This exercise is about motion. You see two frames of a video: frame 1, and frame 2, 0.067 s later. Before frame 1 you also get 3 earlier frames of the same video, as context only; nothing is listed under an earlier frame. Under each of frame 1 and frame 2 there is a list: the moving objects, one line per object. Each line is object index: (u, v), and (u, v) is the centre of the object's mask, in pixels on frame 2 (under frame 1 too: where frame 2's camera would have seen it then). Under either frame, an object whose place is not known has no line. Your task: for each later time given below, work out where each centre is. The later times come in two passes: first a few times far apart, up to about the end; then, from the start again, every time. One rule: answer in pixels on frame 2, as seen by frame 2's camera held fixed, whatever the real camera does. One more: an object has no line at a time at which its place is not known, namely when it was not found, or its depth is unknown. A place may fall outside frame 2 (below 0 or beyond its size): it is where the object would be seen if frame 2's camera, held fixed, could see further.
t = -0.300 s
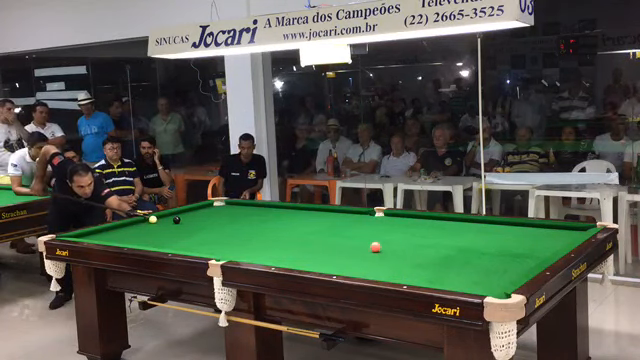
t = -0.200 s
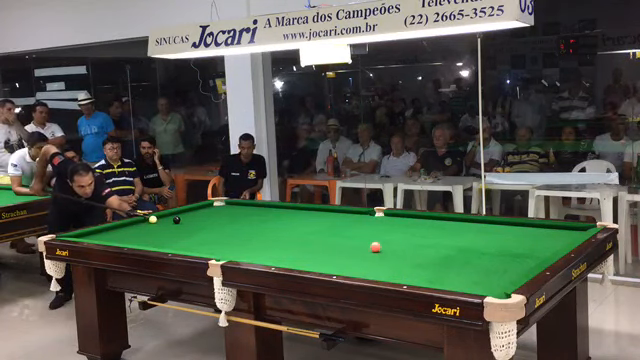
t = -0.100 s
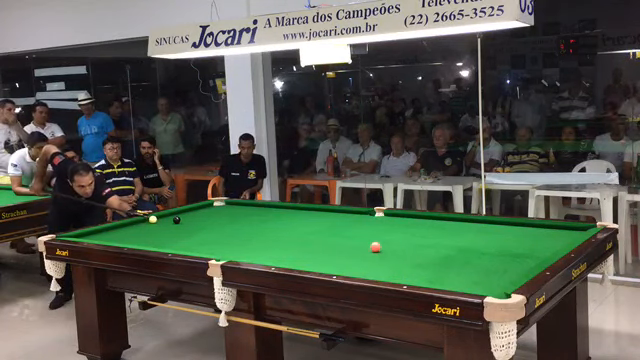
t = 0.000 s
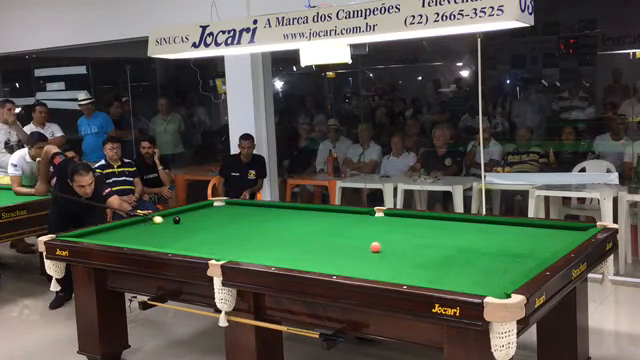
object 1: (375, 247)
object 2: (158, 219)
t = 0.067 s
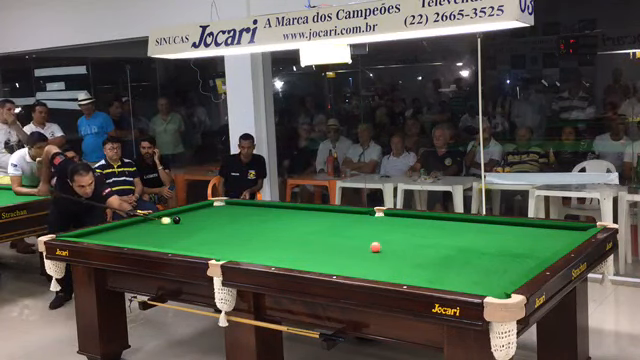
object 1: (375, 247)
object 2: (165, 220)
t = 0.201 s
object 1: (375, 247)
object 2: (182, 222)
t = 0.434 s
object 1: (375, 247)
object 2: (209, 226)
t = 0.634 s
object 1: (375, 247)
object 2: (235, 229)
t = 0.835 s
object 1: (375, 247)
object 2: (261, 232)
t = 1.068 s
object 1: (375, 247)
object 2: (293, 235)
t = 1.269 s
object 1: (375, 247)
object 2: (322, 239)
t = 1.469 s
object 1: (375, 247)
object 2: (352, 242)
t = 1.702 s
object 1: (379, 250)
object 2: (385, 244)
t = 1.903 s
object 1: (386, 253)
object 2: (407, 243)
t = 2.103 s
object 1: (393, 257)
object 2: (429, 243)
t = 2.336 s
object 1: (401, 262)
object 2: (455, 242)
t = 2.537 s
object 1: (408, 266)
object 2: (476, 242)
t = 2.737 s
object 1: (415, 270)
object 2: (496, 241)
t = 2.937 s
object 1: (422, 274)
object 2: (515, 241)
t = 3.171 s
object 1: (429, 277)
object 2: (536, 240)
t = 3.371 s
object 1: (436, 280)
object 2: (554, 239)
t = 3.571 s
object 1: (441, 282)
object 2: (570, 238)
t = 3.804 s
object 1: (450, 283)
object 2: (563, 237)
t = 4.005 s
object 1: (457, 283)
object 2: (557, 236)
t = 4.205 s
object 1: (464, 284)
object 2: (552, 234)
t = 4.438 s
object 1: (470, 284)
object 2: (546, 233)
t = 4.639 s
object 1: (475, 284)
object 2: (542, 232)
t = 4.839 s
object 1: (478, 285)
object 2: (538, 231)
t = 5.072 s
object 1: (481, 285)
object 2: (535, 231)
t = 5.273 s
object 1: (482, 285)
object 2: (533, 230)
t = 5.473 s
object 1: (481, 285)
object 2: (532, 230)
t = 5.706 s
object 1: (481, 285)
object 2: (531, 230)
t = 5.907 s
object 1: (481, 285)
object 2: (530, 230)
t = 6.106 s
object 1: (481, 285)
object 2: (530, 230)
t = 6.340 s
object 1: (481, 285)
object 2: (530, 230)
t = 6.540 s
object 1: (481, 285)
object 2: (530, 230)
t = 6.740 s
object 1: (481, 285)
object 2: (530, 230)
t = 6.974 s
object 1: (481, 285)
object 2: (530, 230)
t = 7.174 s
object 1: (481, 285)
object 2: (530, 230)
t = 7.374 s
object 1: (481, 285)
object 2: (530, 230)
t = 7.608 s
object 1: (481, 285)
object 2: (530, 230)
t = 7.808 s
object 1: (481, 285)
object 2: (530, 230)
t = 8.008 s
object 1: (481, 285)
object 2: (530, 230)
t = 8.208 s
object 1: (481, 285)
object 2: (530, 230)
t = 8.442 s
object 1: (481, 285)
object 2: (530, 230)
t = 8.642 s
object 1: (481, 285)
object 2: (530, 230)
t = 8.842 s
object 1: (481, 285)
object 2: (530, 230)
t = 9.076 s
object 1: (481, 285)
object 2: (530, 230)
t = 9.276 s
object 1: (481, 285)
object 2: (530, 230)
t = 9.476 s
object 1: (481, 285)
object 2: (530, 230)
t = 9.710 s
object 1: (481, 285)
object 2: (530, 230)
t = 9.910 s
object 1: (481, 285)
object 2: (530, 230)
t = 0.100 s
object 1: (375, 247)
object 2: (169, 221)
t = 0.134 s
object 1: (375, 247)
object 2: (173, 221)
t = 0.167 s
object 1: (375, 247)
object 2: (177, 222)
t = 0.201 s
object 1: (375, 247)
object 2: (182, 222)
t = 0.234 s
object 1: (375, 247)
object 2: (185, 223)
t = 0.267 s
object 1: (375, 247)
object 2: (189, 223)
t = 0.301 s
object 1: (375, 247)
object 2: (193, 223)
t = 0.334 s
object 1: (375, 247)
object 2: (197, 224)
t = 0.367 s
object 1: (375, 247)
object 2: (201, 225)
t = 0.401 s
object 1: (375, 247)
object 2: (205, 225)
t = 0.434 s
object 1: (375, 247)
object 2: (209, 226)
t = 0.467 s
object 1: (375, 247)
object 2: (213, 226)
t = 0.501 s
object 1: (375, 247)
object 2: (217, 227)
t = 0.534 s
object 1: (375, 247)
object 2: (222, 227)
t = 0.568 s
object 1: (375, 247)
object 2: (226, 228)
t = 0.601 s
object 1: (375, 247)
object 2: (230, 228)
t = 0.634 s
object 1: (375, 247)
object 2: (235, 229)
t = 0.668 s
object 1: (375, 247)
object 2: (239, 229)
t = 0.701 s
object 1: (375, 247)
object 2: (243, 230)
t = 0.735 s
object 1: (375, 247)
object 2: (248, 230)
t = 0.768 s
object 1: (375, 247)
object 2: (252, 231)
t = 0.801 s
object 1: (375, 247)
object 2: (256, 231)
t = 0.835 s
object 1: (375, 247)
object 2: (261, 232)
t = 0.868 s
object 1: (375, 247)
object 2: (266, 232)
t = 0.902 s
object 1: (375, 247)
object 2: (270, 232)
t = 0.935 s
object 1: (375, 247)
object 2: (275, 233)
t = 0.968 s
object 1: (375, 247)
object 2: (279, 233)
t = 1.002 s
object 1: (375, 247)
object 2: (284, 234)
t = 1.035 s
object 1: (375, 247)
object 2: (288, 234)
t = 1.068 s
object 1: (375, 247)
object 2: (293, 235)
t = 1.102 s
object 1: (375, 247)
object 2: (298, 236)
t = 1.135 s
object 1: (375, 247)
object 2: (303, 236)
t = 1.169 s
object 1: (375, 247)
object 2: (308, 237)
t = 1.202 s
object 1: (375, 247)
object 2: (312, 237)
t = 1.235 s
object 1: (375, 247)
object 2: (317, 238)
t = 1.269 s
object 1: (375, 247)
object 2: (322, 239)
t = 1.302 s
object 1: (375, 247)
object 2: (327, 239)
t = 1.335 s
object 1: (375, 247)
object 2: (332, 240)
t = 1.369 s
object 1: (375, 247)
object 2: (337, 240)
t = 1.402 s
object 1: (375, 247)
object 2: (342, 241)
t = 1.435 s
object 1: (375, 247)
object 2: (347, 242)
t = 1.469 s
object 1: (375, 247)
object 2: (352, 242)
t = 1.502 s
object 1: (375, 247)
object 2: (357, 243)
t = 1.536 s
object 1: (375, 247)
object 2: (362, 244)
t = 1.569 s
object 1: (375, 247)
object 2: (366, 243)
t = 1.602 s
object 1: (376, 247)
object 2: (371, 243)
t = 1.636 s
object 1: (378, 249)
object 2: (375, 243)
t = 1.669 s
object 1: (379, 250)
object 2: (380, 243)
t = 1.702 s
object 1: (379, 250)
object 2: (385, 244)
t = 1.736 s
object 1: (381, 250)
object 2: (388, 244)
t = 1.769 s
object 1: (382, 251)
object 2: (392, 244)
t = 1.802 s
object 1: (383, 251)
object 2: (396, 244)
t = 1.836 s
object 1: (384, 252)
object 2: (400, 244)
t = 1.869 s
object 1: (385, 253)
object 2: (403, 244)
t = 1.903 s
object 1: (386, 253)
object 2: (407, 243)
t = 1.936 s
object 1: (387, 254)
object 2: (411, 243)
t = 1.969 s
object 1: (389, 255)
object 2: (415, 243)
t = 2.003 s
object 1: (390, 255)
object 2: (419, 243)
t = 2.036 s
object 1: (391, 256)
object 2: (422, 243)
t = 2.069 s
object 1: (392, 257)
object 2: (426, 243)
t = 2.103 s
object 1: (393, 257)
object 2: (429, 243)
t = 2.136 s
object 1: (394, 258)
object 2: (433, 243)
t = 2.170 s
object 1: (395, 259)
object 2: (437, 243)
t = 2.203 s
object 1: (397, 259)
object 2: (440, 243)
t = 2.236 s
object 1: (398, 260)
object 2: (444, 243)
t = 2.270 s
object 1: (399, 261)
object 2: (447, 243)
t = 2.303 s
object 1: (400, 261)
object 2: (451, 242)
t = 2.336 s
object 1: (401, 262)
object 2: (455, 242)
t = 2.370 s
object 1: (402, 263)
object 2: (458, 242)
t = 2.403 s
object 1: (404, 263)
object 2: (462, 242)
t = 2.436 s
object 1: (405, 264)
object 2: (465, 242)
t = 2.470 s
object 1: (406, 264)
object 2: (469, 242)
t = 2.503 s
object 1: (407, 265)
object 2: (472, 242)
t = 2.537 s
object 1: (408, 266)
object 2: (476, 242)
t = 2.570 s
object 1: (409, 266)
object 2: (479, 242)
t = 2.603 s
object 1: (410, 267)
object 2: (482, 242)
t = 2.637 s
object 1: (412, 268)
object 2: (486, 241)
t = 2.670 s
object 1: (413, 268)
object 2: (489, 241)
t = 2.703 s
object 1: (414, 269)
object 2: (492, 241)
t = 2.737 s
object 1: (415, 270)
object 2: (496, 241)
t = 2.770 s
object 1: (416, 270)
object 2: (499, 241)
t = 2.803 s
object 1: (417, 271)
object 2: (502, 241)
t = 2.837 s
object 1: (418, 272)
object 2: (505, 241)
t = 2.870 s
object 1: (420, 272)
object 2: (508, 241)
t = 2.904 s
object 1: (421, 273)
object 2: (512, 241)
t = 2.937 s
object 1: (422, 274)
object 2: (515, 241)
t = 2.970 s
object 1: (423, 274)
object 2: (518, 241)
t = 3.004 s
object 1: (424, 275)
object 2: (521, 241)
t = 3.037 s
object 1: (425, 275)
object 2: (524, 240)
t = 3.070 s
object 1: (426, 275)
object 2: (527, 241)
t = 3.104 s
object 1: (428, 276)
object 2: (530, 240)
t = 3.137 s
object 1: (428, 276)
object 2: (533, 240)
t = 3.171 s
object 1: (429, 277)
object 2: (536, 240)
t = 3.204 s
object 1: (430, 277)
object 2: (539, 240)
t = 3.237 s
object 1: (432, 278)
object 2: (542, 240)
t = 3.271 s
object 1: (433, 278)
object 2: (545, 240)
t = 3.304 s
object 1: (434, 279)
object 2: (548, 240)
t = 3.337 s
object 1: (435, 279)
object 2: (551, 240)
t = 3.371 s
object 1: (436, 280)
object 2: (554, 239)
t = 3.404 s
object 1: (437, 280)
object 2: (556, 239)
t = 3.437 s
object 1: (438, 281)
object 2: (560, 239)
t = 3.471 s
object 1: (438, 281)
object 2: (562, 239)
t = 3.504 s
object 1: (440, 281)
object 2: (565, 239)
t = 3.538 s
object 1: (440, 282)
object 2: (567, 239)
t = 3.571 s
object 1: (441, 282)
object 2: (570, 238)
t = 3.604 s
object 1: (442, 282)
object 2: (569, 238)
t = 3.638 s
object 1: (443, 283)
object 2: (568, 238)
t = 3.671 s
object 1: (444, 283)
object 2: (567, 238)
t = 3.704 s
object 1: (446, 283)
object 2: (566, 237)
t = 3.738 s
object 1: (447, 283)
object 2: (565, 237)
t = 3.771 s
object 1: (449, 283)
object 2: (564, 237)
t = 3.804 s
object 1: (450, 283)
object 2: (563, 237)
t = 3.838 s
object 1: (451, 283)
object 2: (562, 237)
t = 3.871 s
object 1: (453, 283)
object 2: (561, 237)
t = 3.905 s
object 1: (454, 283)
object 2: (560, 236)
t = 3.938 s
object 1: (455, 283)
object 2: (559, 236)
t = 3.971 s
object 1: (457, 283)
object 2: (558, 236)
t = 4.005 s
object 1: (457, 283)
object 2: (557, 236)
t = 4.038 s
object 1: (459, 283)
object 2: (556, 235)
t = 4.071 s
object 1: (460, 283)
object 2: (555, 235)
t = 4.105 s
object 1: (461, 283)
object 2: (554, 235)
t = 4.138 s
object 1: (462, 283)
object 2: (553, 235)
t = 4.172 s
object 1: (463, 284)
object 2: (552, 235)
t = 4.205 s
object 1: (464, 284)
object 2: (552, 234)
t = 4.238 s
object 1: (465, 284)
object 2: (550, 234)
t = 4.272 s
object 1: (466, 284)
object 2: (550, 234)
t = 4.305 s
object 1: (467, 284)
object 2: (549, 234)
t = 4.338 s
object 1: (468, 284)
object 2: (548, 234)
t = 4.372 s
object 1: (469, 284)
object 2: (547, 233)
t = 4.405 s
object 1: (470, 284)
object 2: (547, 233)
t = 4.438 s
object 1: (470, 284)
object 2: (546, 233)
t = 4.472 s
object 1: (471, 284)
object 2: (545, 233)
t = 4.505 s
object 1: (472, 284)
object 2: (544, 233)
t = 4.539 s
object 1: (473, 284)
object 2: (544, 233)
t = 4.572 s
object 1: (474, 284)
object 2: (543, 232)
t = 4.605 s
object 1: (474, 284)
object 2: (543, 232)
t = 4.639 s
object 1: (475, 284)
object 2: (542, 232)
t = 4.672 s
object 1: (476, 285)
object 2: (542, 232)
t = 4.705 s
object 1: (476, 285)
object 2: (541, 232)
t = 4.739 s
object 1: (477, 285)
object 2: (540, 232)
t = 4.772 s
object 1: (477, 284)
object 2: (539, 231)
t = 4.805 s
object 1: (478, 285)
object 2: (539, 231)
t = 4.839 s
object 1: (478, 285)
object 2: (538, 231)
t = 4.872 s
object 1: (479, 285)
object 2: (538, 231)
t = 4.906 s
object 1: (479, 285)
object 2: (538, 231)
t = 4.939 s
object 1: (479, 285)
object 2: (537, 231)
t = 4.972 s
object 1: (480, 285)
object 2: (537, 231)
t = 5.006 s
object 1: (480, 285)
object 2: (536, 231)
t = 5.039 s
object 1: (481, 285)
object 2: (536, 231)
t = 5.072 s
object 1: (481, 285)
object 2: (535, 231)
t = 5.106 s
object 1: (481, 285)
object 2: (535, 231)
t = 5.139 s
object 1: (481, 285)
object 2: (534, 231)
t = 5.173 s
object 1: (481, 285)
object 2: (534, 231)
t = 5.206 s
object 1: (481, 285)
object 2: (534, 230)
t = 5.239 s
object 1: (481, 285)
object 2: (533, 230)
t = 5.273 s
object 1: (482, 285)
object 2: (533, 230)
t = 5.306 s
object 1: (481, 285)
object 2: (533, 230)
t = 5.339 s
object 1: (481, 285)
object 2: (532, 230)
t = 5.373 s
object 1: (481, 285)
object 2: (532, 230)
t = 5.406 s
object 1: (481, 285)
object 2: (532, 230)
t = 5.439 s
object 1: (481, 285)
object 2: (532, 230)
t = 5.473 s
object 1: (481, 285)
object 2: (532, 230)
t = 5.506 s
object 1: (481, 285)
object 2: (531, 230)
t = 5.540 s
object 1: (481, 285)
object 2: (531, 230)
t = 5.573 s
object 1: (481, 285)
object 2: (531, 230)
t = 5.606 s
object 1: (481, 285)
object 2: (531, 230)
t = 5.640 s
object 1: (481, 285)
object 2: (531, 230)
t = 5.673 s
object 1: (482, 285)
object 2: (531, 230)
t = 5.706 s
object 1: (481, 285)
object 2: (531, 230)
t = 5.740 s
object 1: (482, 285)
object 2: (531, 230)
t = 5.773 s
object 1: (481, 285)
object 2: (530, 230)
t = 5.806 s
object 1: (481, 285)
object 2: (530, 230)
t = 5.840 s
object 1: (482, 285)
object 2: (531, 230)
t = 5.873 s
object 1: (481, 285)
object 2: (530, 230)
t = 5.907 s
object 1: (481, 285)
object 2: (530, 230)
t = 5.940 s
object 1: (481, 285)
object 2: (530, 230)
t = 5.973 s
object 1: (481, 285)
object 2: (530, 230)
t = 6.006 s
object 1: (481, 285)
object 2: (530, 230)
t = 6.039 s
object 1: (481, 285)
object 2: (530, 230)
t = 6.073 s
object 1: (481, 285)
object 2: (530, 230)
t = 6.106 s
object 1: (481, 285)
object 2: (530, 230)
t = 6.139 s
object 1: (481, 285)
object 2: (530, 230)
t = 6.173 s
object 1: (481, 285)
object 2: (530, 230)
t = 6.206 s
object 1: (481, 285)
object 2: (530, 230)
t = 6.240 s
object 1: (481, 285)
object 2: (530, 230)
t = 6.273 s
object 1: (481, 285)
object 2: (530, 230)
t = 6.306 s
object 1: (481, 285)
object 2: (530, 230)
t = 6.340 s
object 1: (481, 285)
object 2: (530, 230)
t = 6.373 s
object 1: (481, 285)
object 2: (530, 230)
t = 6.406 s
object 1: (481, 285)
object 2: (530, 230)
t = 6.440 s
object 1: (481, 285)
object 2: (530, 230)
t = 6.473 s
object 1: (481, 285)
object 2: (530, 230)
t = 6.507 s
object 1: (481, 285)
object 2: (530, 230)
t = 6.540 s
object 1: (481, 285)
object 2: (530, 230)
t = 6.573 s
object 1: (481, 285)
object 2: (530, 230)
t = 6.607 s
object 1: (481, 285)
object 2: (530, 230)
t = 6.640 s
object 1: (481, 285)
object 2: (530, 230)
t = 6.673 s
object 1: (481, 285)
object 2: (530, 230)
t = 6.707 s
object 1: (481, 285)
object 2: (530, 230)
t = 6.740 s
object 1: (481, 285)
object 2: (530, 230)
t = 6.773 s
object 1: (481, 285)
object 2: (530, 230)
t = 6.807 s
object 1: (481, 285)
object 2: (530, 230)
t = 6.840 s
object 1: (481, 285)
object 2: (530, 230)
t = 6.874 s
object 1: (481, 285)
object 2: (530, 230)
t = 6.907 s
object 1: (481, 285)
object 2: (530, 230)
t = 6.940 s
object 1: (481, 285)
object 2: (530, 230)
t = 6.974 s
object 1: (481, 285)
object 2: (530, 230)
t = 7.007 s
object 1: (481, 285)
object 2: (530, 230)
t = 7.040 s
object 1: (481, 285)
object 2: (530, 230)
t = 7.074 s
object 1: (481, 285)
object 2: (530, 230)
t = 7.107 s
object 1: (481, 285)
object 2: (530, 230)
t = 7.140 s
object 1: (481, 285)
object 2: (530, 230)
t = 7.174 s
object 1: (481, 285)
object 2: (530, 230)
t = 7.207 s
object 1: (481, 285)
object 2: (530, 230)
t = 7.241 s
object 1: (481, 285)
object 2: (530, 230)
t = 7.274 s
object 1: (481, 285)
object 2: (530, 230)
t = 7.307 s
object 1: (481, 285)
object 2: (530, 230)
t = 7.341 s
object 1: (481, 285)
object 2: (530, 230)
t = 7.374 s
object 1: (481, 285)
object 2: (530, 230)
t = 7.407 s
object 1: (481, 285)
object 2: (530, 230)
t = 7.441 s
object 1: (481, 285)
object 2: (530, 230)
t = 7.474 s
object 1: (481, 285)
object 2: (530, 230)
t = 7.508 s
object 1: (481, 285)
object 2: (530, 230)
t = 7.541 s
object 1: (481, 285)
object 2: (530, 230)
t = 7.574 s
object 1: (481, 285)
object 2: (530, 230)
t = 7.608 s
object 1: (481, 285)
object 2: (530, 230)
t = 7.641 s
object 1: (481, 285)
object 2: (530, 230)
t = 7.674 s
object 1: (481, 285)
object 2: (530, 230)
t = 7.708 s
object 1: (481, 285)
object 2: (530, 230)
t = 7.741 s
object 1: (481, 285)
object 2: (530, 230)
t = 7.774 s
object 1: (481, 285)
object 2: (530, 230)
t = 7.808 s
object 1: (481, 285)
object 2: (530, 230)
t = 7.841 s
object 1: (481, 285)
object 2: (530, 230)
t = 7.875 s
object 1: (481, 285)
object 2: (530, 230)
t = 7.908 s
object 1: (481, 285)
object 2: (530, 230)
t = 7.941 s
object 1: (481, 285)
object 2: (530, 230)
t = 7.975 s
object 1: (481, 285)
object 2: (530, 230)
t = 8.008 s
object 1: (481, 285)
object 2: (530, 230)
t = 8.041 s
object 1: (481, 285)
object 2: (530, 230)
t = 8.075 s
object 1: (481, 285)
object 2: (530, 230)
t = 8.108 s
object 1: (481, 285)
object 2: (530, 230)
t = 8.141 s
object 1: (481, 285)
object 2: (530, 230)
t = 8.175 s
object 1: (481, 285)
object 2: (530, 230)
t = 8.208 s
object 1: (481, 285)
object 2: (530, 230)
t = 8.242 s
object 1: (481, 285)
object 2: (530, 230)
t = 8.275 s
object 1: (481, 285)
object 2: (530, 230)
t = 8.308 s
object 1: (481, 285)
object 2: (530, 230)
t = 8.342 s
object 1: (481, 285)
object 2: (530, 230)
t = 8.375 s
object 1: (481, 285)
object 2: (530, 230)
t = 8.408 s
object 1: (481, 285)
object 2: (530, 230)
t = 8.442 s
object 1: (481, 285)
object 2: (530, 230)
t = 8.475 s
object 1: (481, 285)
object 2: (530, 230)
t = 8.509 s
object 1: (481, 285)
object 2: (530, 230)
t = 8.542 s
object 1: (481, 285)
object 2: (530, 230)
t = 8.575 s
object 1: (481, 285)
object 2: (530, 230)
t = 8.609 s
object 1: (481, 285)
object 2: (530, 230)
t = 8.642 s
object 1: (481, 285)
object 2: (530, 230)
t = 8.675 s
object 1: (481, 285)
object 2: (530, 230)
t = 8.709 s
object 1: (481, 285)
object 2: (530, 230)
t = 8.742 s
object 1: (481, 285)
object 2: (530, 230)
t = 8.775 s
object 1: (481, 285)
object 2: (530, 230)
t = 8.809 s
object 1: (481, 285)
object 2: (530, 230)
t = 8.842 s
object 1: (481, 285)
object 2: (530, 230)
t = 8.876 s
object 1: (481, 285)
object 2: (530, 230)
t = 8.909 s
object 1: (481, 285)
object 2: (530, 230)
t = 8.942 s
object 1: (481, 285)
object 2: (530, 230)
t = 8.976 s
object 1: (481, 285)
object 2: (530, 230)
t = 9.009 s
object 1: (481, 285)
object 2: (530, 230)
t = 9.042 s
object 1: (481, 285)
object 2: (530, 230)
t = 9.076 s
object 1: (481, 285)
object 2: (530, 230)
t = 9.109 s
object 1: (481, 285)
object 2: (530, 230)
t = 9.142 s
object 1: (481, 285)
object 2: (530, 230)
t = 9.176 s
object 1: (481, 285)
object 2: (530, 230)
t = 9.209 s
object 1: (481, 285)
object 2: (530, 230)
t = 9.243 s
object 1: (481, 285)
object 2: (530, 230)
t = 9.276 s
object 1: (481, 285)
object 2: (530, 230)
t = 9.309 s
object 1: (481, 285)
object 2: (530, 230)
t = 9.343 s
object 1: (481, 285)
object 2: (530, 230)
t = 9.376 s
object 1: (481, 285)
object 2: (530, 230)
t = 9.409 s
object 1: (481, 285)
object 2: (530, 230)
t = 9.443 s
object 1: (481, 285)
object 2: (530, 230)
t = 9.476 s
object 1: (481, 285)
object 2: (530, 230)
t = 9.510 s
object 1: (481, 285)
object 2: (530, 230)
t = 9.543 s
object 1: (481, 285)
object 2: (530, 230)
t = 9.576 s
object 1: (481, 285)
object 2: (530, 230)
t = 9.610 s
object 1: (481, 285)
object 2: (530, 230)
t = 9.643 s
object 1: (481, 285)
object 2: (530, 230)
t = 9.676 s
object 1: (481, 285)
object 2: (530, 230)
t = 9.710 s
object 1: (481, 285)
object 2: (530, 230)
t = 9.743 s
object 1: (481, 285)
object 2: (530, 230)
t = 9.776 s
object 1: (481, 285)
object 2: (530, 230)
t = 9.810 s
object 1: (481, 285)
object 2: (530, 230)
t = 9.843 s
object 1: (481, 285)
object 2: (530, 230)
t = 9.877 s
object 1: (481, 285)
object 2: (530, 230)
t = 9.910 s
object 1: (481, 285)
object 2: (530, 230)
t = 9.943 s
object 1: (481, 285)
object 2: (530, 230)
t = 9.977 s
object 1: (481, 285)
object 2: (530, 230)
